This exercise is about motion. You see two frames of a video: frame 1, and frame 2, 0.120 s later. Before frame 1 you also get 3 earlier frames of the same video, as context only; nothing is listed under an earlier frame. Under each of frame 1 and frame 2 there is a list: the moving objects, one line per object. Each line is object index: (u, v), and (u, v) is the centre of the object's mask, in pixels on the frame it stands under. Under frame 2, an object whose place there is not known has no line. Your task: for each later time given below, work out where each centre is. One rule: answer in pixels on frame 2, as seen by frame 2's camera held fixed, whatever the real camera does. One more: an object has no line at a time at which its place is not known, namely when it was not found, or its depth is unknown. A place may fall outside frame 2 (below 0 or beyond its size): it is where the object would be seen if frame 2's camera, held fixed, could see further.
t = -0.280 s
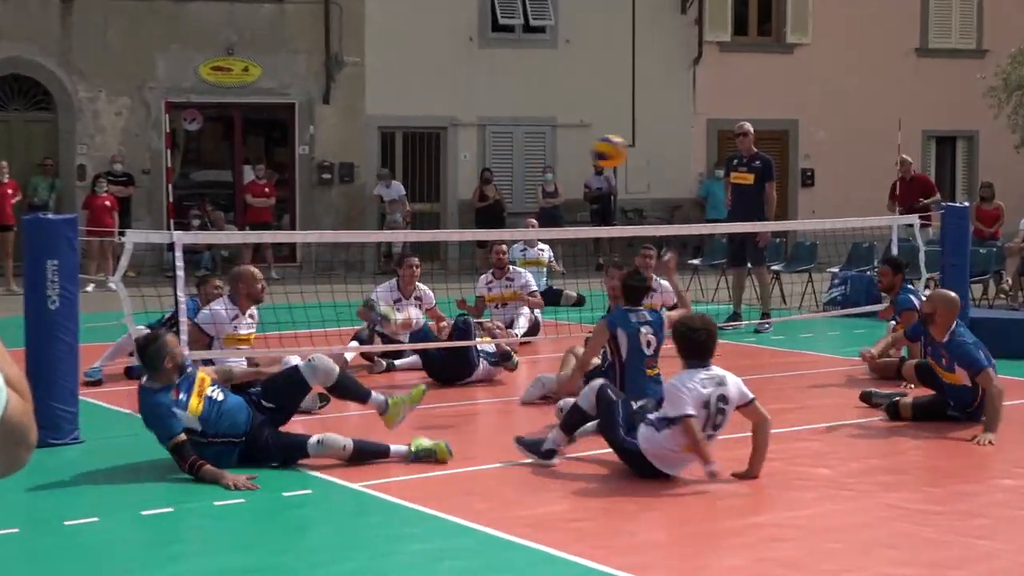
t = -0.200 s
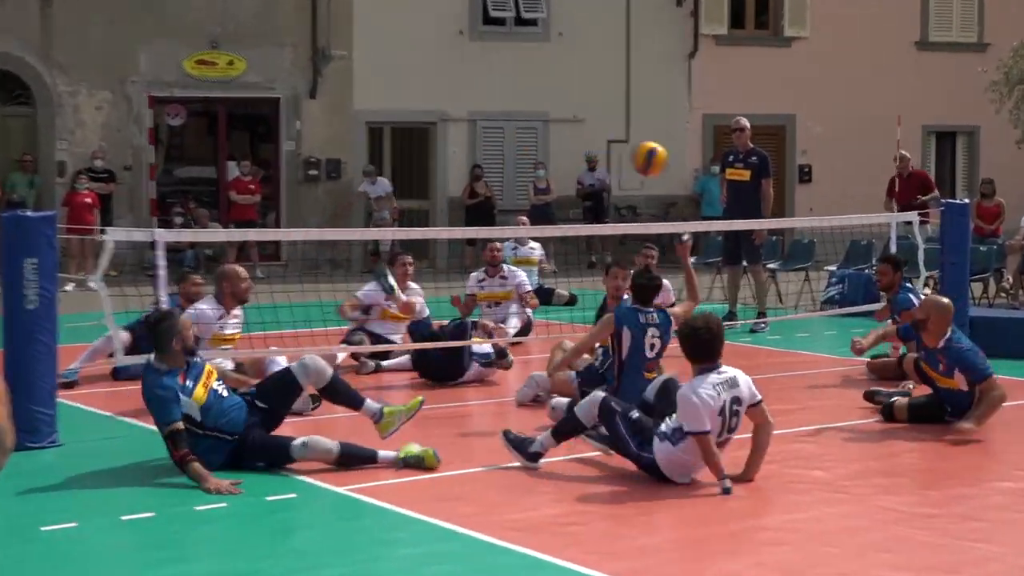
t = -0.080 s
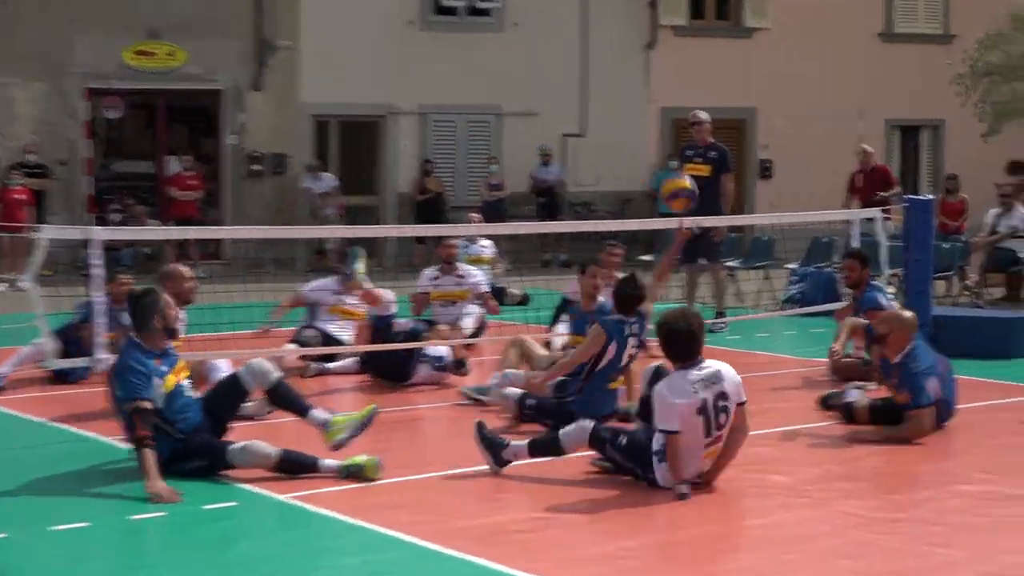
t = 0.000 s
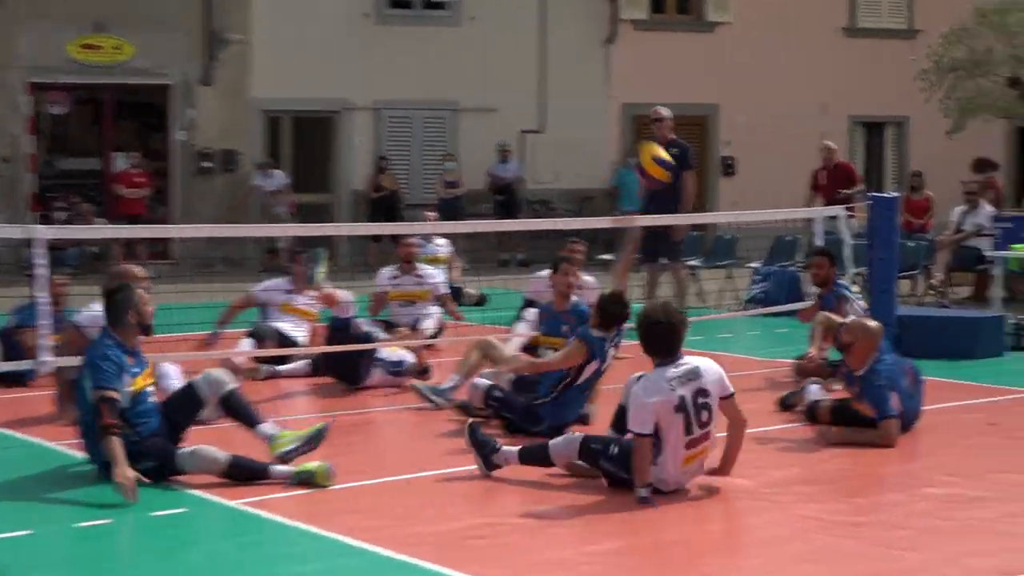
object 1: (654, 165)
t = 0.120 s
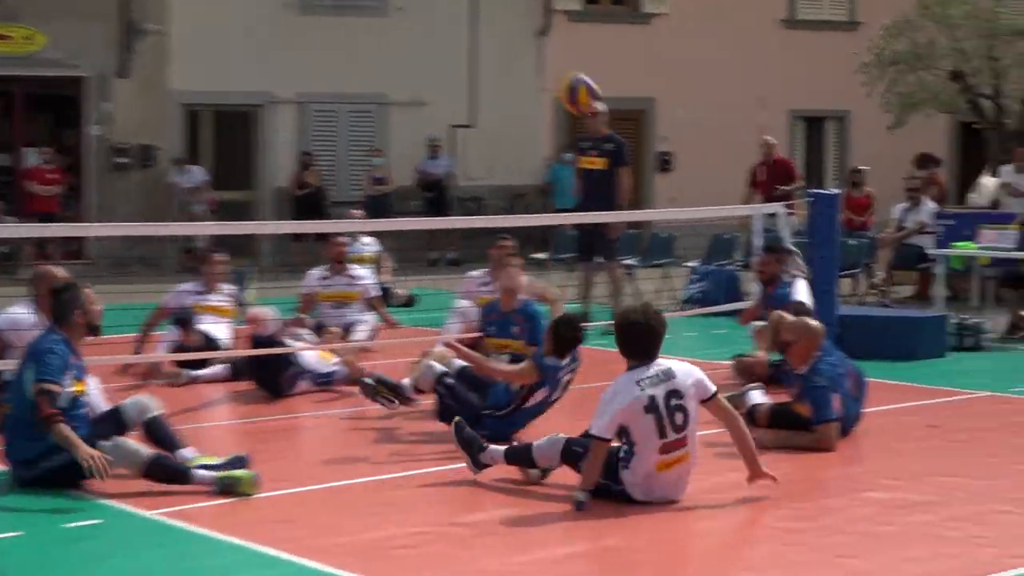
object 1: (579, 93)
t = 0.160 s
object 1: (571, 75)
